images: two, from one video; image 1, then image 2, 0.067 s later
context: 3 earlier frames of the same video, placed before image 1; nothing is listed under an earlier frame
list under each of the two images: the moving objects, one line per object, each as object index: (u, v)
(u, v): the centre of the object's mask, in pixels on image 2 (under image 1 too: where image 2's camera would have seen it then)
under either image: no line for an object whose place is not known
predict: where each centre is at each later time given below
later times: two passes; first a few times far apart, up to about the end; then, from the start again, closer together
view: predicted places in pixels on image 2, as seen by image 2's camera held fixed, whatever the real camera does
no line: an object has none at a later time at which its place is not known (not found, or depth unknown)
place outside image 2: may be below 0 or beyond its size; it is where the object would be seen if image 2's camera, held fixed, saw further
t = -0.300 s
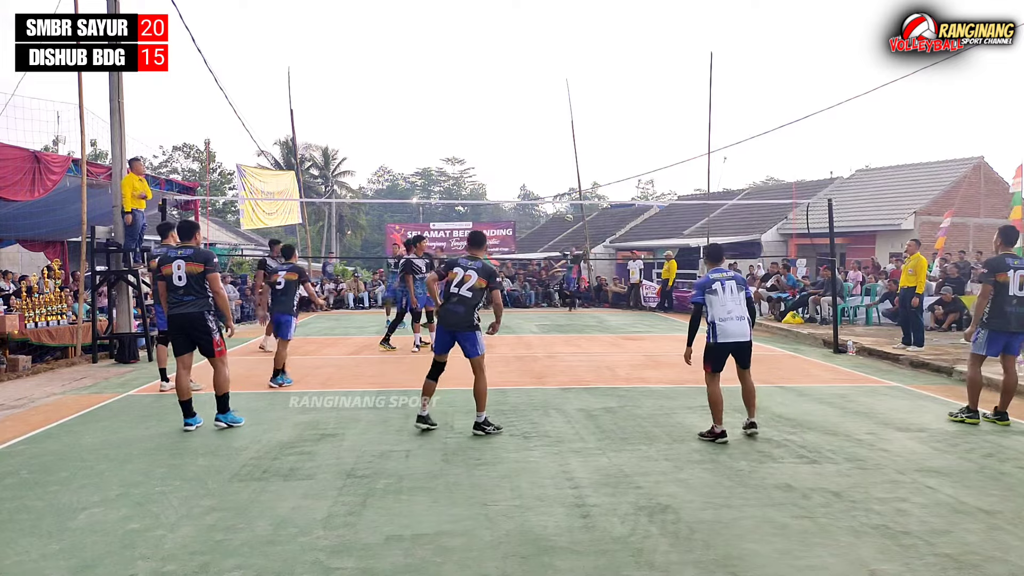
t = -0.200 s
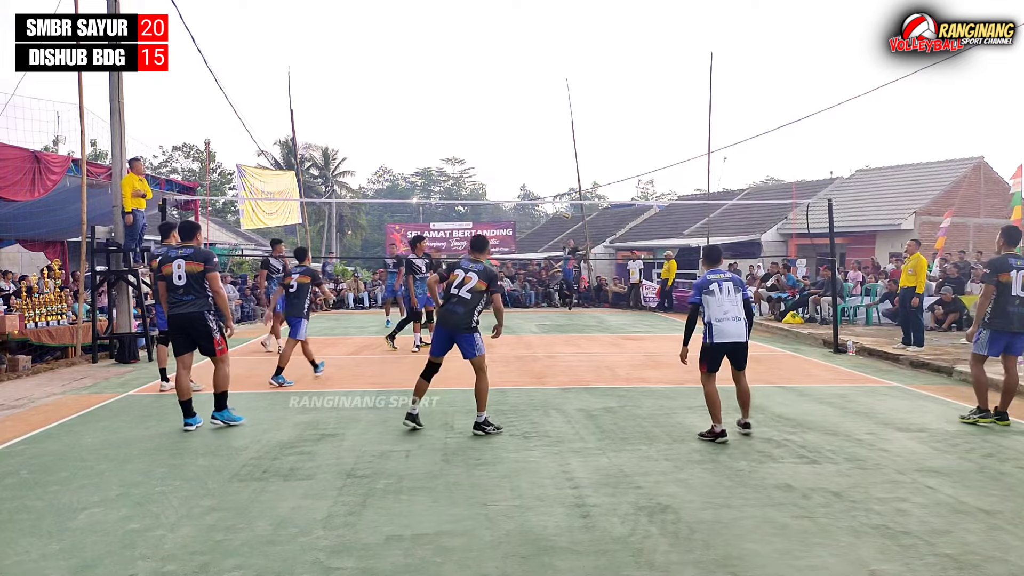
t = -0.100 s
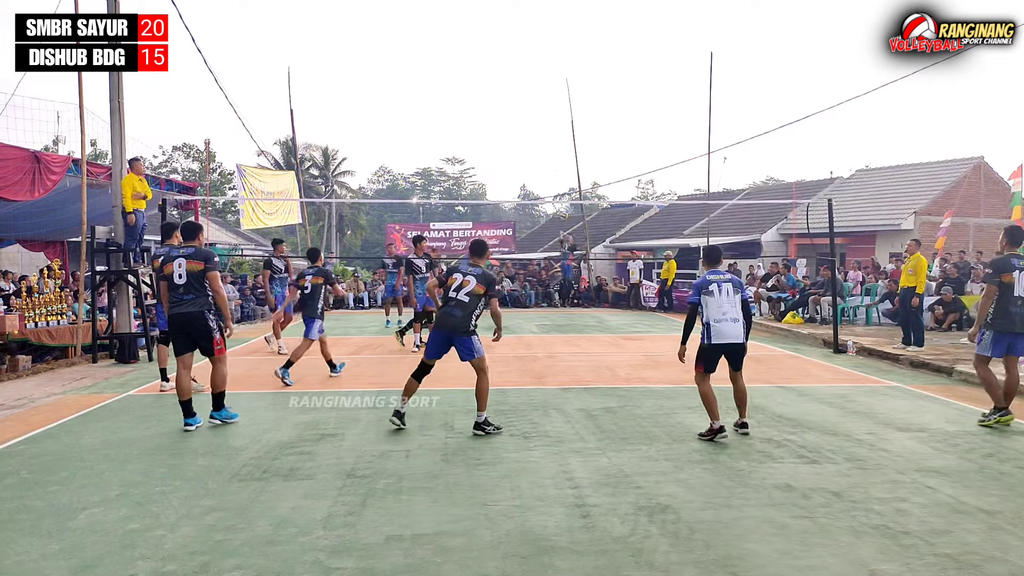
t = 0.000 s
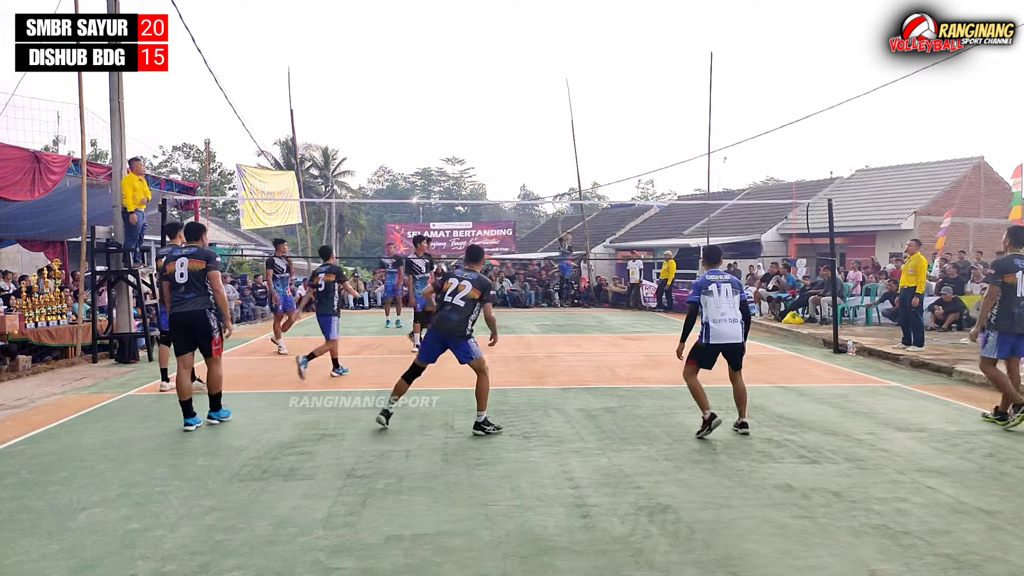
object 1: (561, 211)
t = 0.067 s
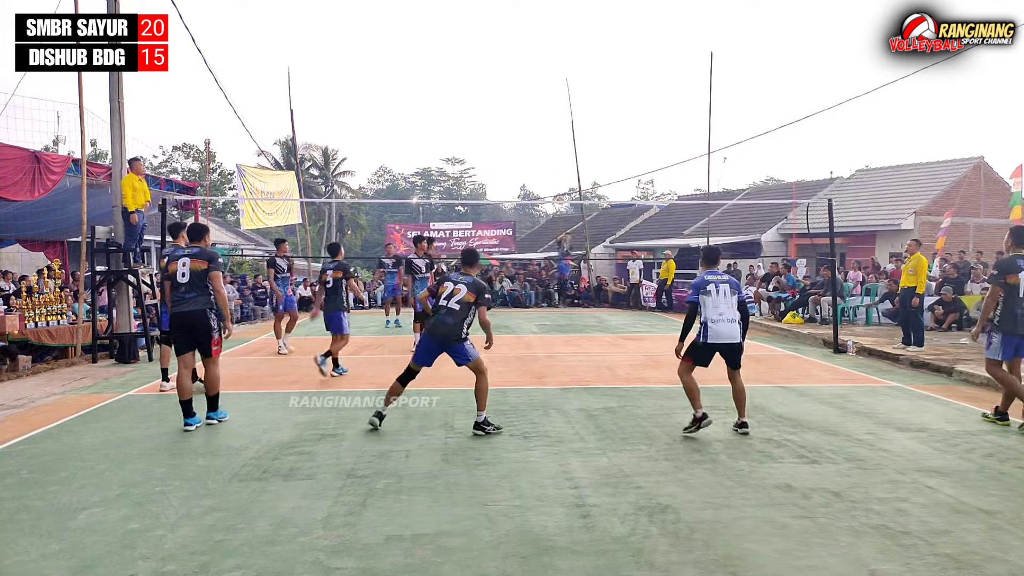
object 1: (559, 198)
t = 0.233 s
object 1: (557, 175)
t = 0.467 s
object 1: (550, 149)
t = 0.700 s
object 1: (540, 148)
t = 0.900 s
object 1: (531, 184)
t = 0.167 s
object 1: (558, 185)
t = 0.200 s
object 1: (558, 180)
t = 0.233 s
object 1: (557, 175)
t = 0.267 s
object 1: (556, 170)
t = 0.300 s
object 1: (555, 166)
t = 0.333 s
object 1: (554, 162)
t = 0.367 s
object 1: (553, 158)
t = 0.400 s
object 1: (552, 155)
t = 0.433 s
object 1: (551, 152)
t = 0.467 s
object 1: (550, 149)
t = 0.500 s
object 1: (548, 147)
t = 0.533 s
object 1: (547, 146)
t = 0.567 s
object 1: (545, 145)
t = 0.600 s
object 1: (544, 144)
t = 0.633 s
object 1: (543, 145)
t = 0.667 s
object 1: (542, 146)
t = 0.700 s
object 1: (540, 148)
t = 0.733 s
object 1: (539, 152)
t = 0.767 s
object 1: (538, 156)
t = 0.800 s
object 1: (536, 161)
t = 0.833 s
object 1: (534, 167)
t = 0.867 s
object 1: (533, 175)
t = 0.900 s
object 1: (531, 184)
